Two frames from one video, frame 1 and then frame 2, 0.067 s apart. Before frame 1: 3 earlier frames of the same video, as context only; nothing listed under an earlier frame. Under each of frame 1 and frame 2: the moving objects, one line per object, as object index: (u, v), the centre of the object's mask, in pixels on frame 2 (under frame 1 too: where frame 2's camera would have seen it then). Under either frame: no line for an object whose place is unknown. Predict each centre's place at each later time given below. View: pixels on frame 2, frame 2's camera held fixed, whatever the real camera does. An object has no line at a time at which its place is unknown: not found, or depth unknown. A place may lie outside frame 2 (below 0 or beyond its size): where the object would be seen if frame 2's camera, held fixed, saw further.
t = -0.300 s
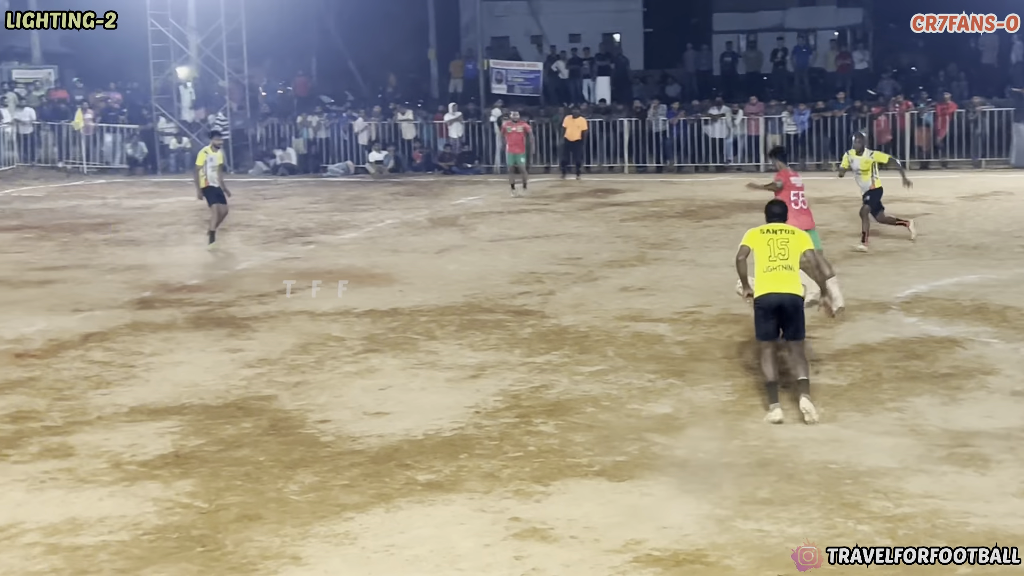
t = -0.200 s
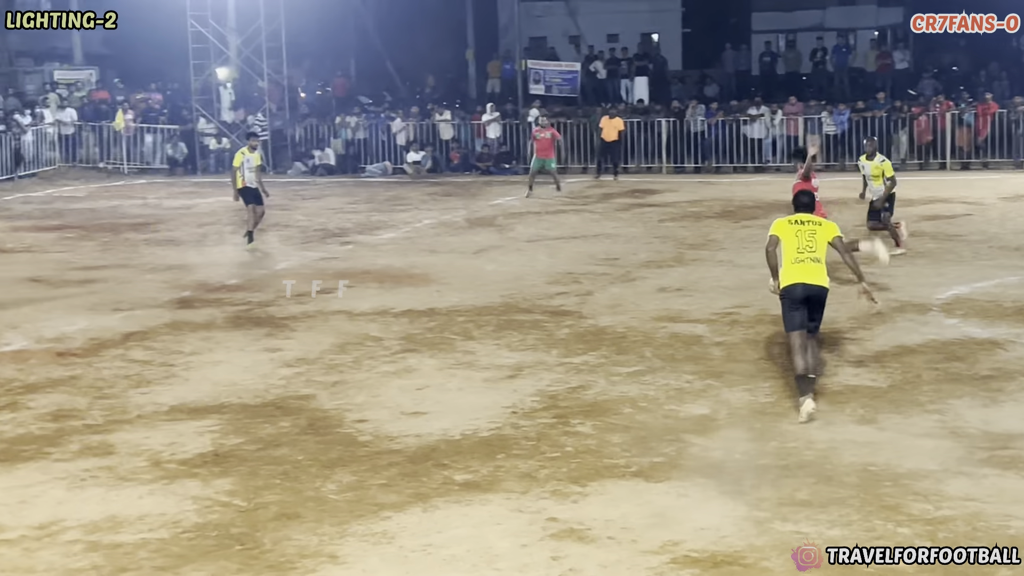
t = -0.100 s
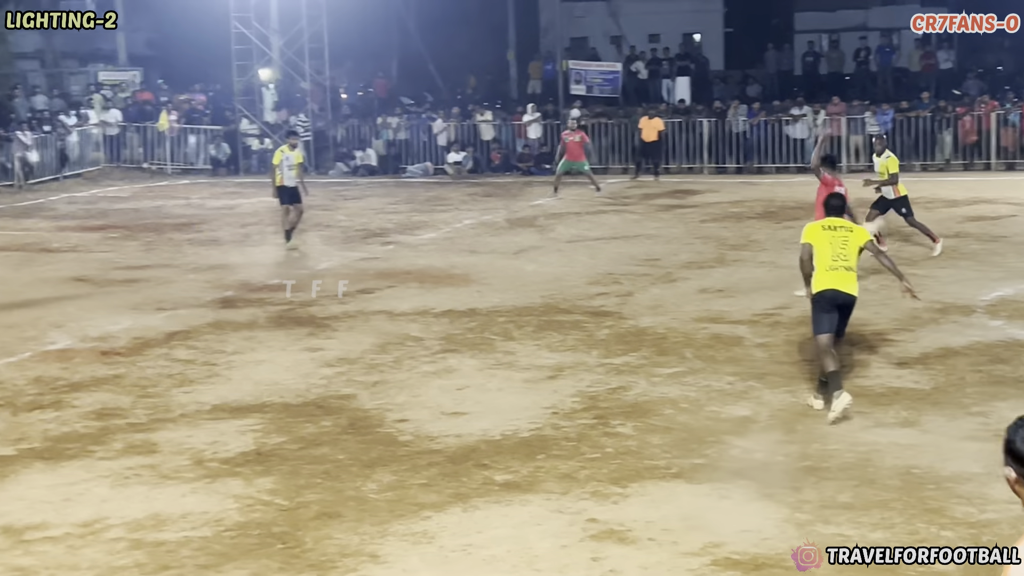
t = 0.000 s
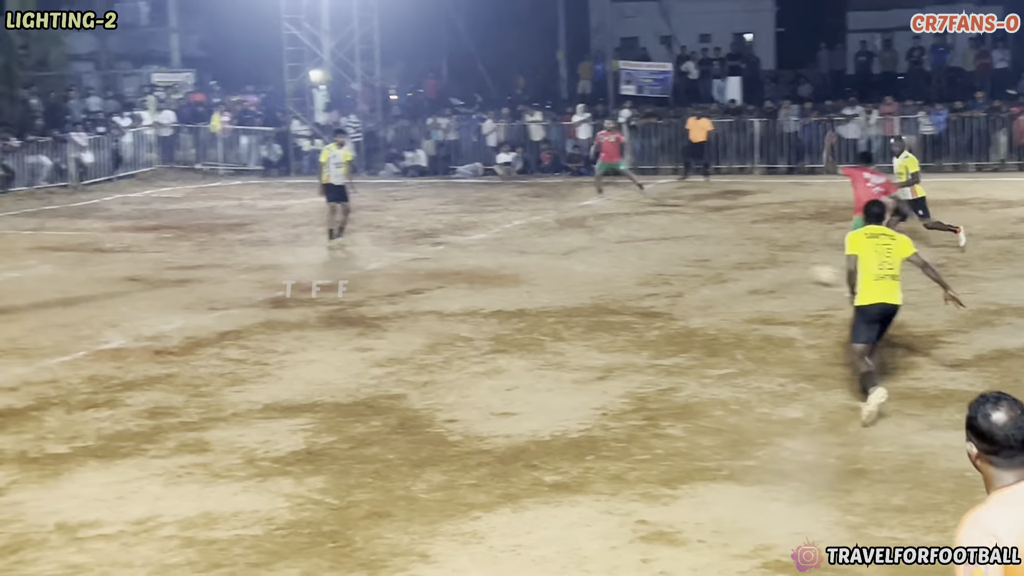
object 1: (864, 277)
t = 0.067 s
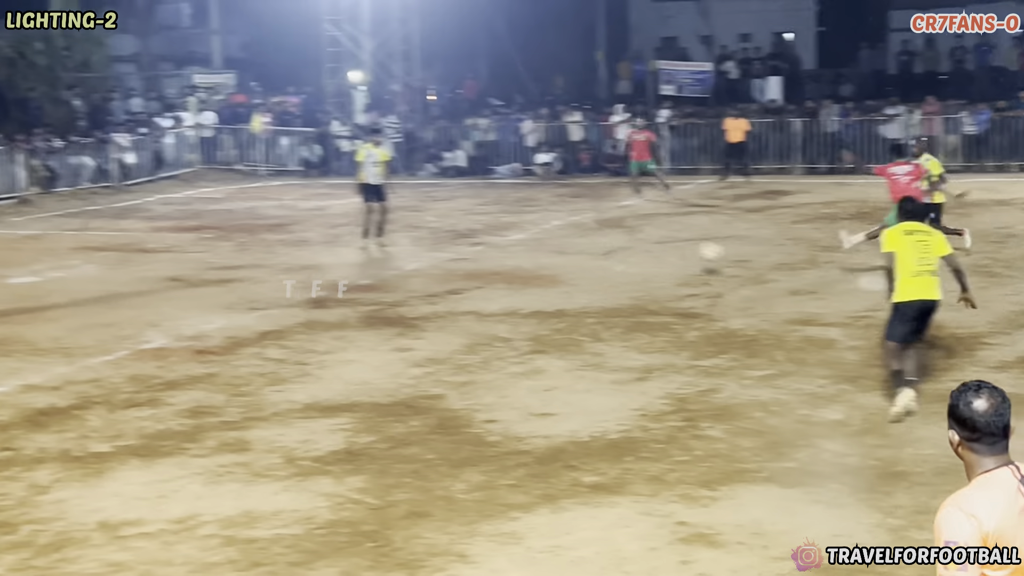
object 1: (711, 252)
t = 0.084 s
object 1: (678, 247)
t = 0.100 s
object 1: (643, 244)
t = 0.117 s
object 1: (609, 240)
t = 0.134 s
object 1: (578, 238)
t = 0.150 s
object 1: (548, 235)
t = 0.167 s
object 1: (516, 233)
